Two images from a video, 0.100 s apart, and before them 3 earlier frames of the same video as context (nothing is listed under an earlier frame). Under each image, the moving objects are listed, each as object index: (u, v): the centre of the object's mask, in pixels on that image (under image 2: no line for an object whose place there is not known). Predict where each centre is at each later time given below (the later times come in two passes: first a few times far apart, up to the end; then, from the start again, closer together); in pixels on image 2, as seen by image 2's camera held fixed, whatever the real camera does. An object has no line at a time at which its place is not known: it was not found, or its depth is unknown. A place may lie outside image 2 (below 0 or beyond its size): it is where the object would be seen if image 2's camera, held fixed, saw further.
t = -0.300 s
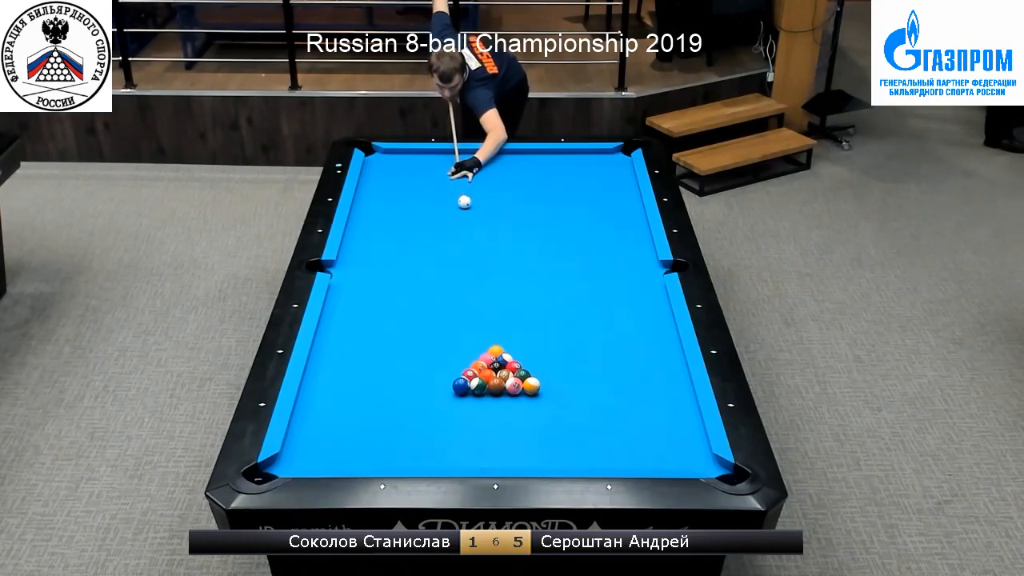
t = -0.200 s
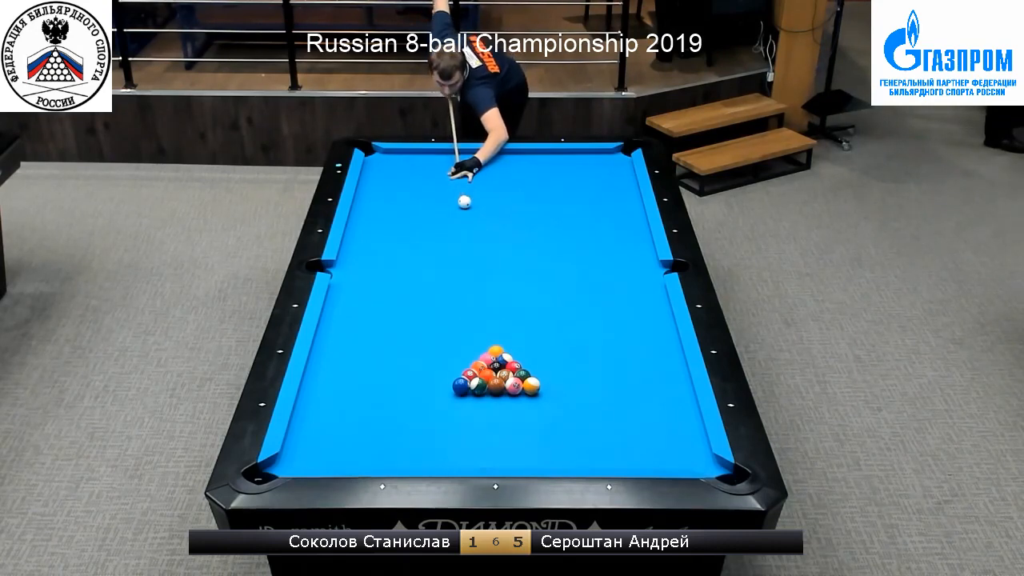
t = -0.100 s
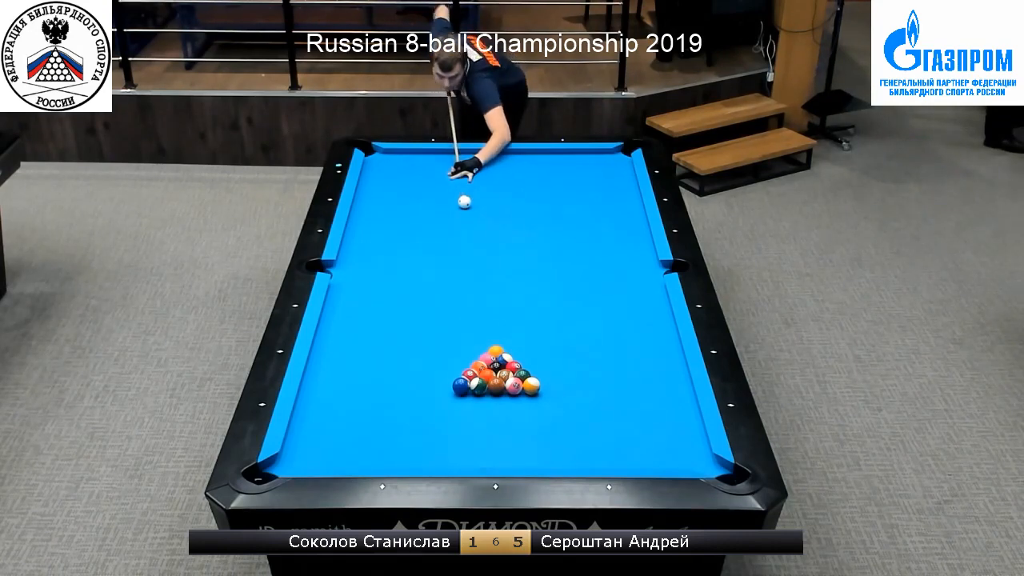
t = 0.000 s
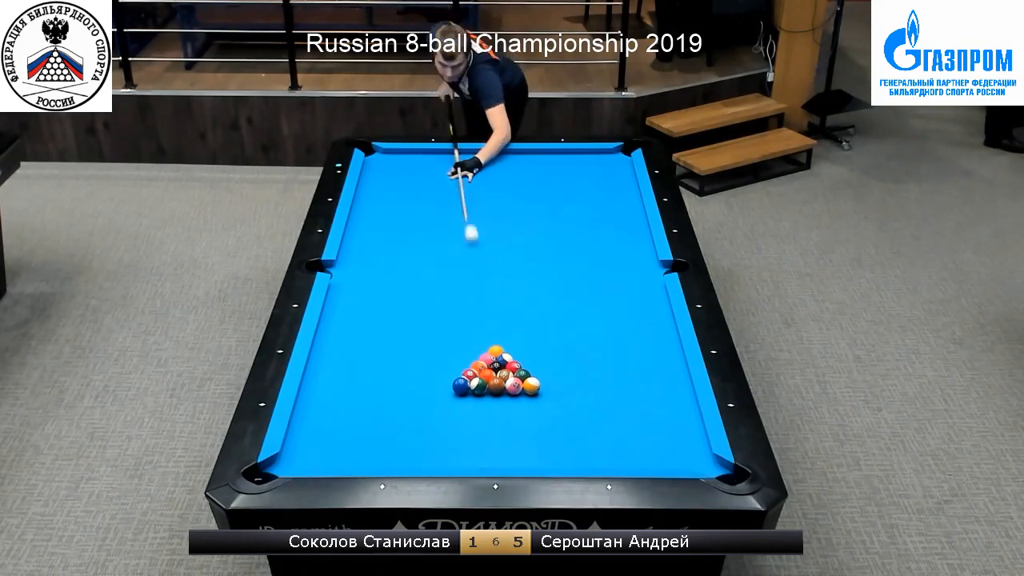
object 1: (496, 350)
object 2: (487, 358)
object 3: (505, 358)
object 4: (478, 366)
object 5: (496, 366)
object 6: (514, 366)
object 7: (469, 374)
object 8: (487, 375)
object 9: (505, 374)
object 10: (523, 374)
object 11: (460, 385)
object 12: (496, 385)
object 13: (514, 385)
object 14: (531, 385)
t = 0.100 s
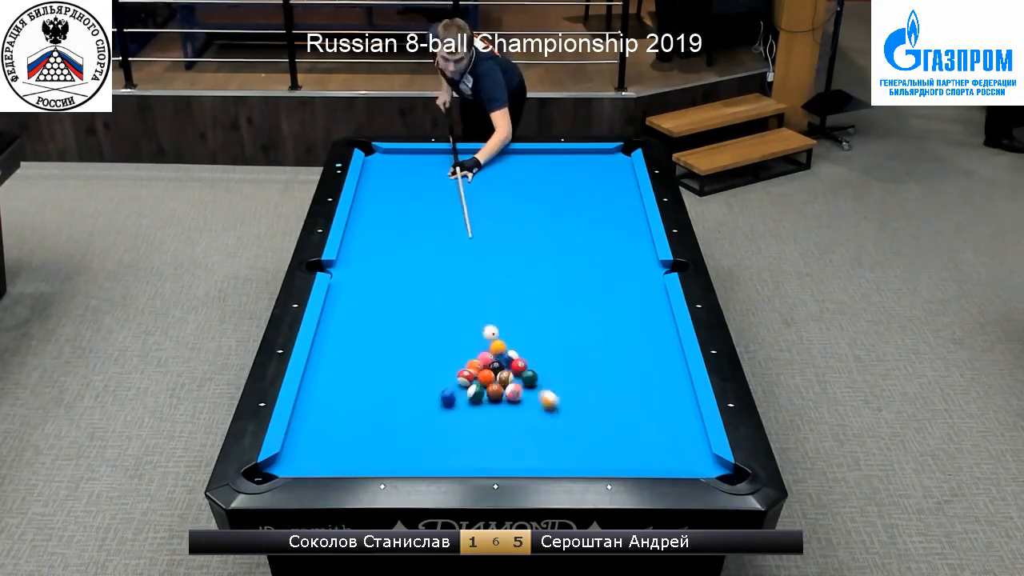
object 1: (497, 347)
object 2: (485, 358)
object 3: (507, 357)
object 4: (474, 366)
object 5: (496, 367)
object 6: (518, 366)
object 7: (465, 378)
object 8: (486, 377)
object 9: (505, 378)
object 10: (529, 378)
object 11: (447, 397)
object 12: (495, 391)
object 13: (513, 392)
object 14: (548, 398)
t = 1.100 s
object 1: (577, 268)
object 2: (430, 304)
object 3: (605, 236)
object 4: (328, 329)
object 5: (488, 353)
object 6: (582, 295)
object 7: (319, 375)
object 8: (423, 380)
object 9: (501, 367)
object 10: (618, 374)
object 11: (419, 249)
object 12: (480, 365)
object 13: (539, 404)
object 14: (630, 300)
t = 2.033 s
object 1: (630, 212)
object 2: (442, 240)
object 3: (601, 152)
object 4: (392, 302)
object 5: (480, 300)
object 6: (555, 255)
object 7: (359, 356)
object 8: (381, 374)
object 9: (510, 346)
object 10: (522, 363)
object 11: (531, 165)
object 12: (473, 329)
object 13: (571, 396)
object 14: (555, 384)
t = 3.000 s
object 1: (631, 191)
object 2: (450, 193)
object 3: (589, 185)
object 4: (445, 283)
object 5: (473, 261)
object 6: (534, 228)
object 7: (353, 339)
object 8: (383, 375)
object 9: (489, 322)
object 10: (491, 368)
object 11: (614, 228)
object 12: (468, 306)
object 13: (582, 393)
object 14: (477, 454)
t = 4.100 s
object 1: (623, 195)
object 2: (456, 156)
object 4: (482, 271)
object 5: (469, 234)
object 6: (519, 208)
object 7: (353, 335)
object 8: (383, 375)
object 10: (483, 370)
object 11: (525, 298)
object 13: (581, 393)
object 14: (461, 415)
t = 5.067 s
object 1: (622, 195)
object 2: (457, 163)
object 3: (504, 192)
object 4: (494, 266)
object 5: (468, 220)
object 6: (513, 199)
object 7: (353, 335)
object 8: (383, 375)
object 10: (483, 370)
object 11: (441, 363)
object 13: (582, 393)
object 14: (454, 399)
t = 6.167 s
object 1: (622, 195)
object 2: (456, 171)
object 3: (492, 194)
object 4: (495, 266)
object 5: (468, 215)
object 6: (512, 198)
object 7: (353, 335)
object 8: (382, 375)
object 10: (483, 370)
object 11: (344, 439)
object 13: (582, 393)
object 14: (451, 395)
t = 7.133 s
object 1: (622, 195)
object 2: (454, 172)
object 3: (493, 194)
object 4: (494, 266)
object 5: (468, 215)
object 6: (512, 198)
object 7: (353, 335)
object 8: (382, 375)
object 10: (483, 370)
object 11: (291, 448)
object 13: (582, 393)
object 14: (451, 395)
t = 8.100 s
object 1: (622, 195)
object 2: (454, 172)
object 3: (492, 194)
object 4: (494, 266)
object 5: (468, 215)
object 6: (512, 198)
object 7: (353, 335)
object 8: (382, 374)
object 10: (483, 370)
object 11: (308, 433)
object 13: (582, 393)
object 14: (451, 395)
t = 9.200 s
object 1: (622, 195)
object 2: (454, 172)
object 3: (492, 194)
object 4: (494, 266)
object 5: (468, 215)
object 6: (512, 198)
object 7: (353, 335)
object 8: (382, 374)
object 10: (483, 370)
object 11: (309, 433)
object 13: (582, 393)
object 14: (451, 395)
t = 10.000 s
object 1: (622, 195)
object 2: (454, 172)
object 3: (493, 194)
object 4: (495, 266)
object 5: (468, 215)
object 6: (512, 198)
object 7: (353, 335)
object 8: (382, 374)
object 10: (483, 370)
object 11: (309, 432)
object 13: (582, 393)
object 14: (451, 395)
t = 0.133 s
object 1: (501, 340)
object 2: (483, 357)
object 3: (519, 352)
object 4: (468, 366)
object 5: (495, 368)
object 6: (528, 363)
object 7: (457, 378)
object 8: (484, 378)
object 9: (505, 380)
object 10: (541, 379)
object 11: (424, 417)
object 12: (492, 403)
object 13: (513, 404)
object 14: (581, 426)
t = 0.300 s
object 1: (517, 330)
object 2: (472, 347)
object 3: (558, 332)
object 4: (440, 359)
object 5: (494, 367)
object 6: (567, 346)
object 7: (426, 378)
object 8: (475, 380)
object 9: (507, 387)
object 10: (590, 381)
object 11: (342, 430)
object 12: (482, 455)
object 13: (513, 459)
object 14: (672, 402)
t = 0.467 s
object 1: (531, 317)
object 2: (462, 337)
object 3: (590, 314)
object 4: (415, 352)
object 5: (492, 365)
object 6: (600, 331)
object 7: (398, 377)
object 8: (467, 382)
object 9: (508, 393)
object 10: (634, 382)
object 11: (309, 377)
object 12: (476, 439)
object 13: (513, 435)
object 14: (642, 340)
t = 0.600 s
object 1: (542, 306)
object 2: (454, 330)
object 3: (612, 300)
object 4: (395, 347)
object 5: (491, 364)
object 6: (602, 322)
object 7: (375, 378)
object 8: (462, 383)
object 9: (509, 397)
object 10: (670, 383)
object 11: (339, 345)
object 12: (473, 419)
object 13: (514, 413)
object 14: (629, 301)
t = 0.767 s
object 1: (554, 292)
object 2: (445, 321)
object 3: (607, 276)
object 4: (373, 340)
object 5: (490, 363)
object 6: (594, 313)
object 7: (347, 377)
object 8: (455, 385)
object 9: (504, 385)
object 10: (666, 381)
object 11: (369, 309)
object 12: (469, 395)
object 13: (522, 409)
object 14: (660, 264)
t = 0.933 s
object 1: (566, 280)
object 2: (436, 313)
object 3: (606, 255)
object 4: (350, 334)
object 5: (489, 361)
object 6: (588, 303)
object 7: (320, 377)
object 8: (439, 382)
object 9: (499, 373)
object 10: (642, 377)
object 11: (396, 277)
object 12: (476, 377)
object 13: (531, 406)
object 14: (644, 285)
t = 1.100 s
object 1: (577, 268)
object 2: (430, 304)
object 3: (605, 236)
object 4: (328, 329)
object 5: (488, 353)
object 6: (582, 295)
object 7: (319, 375)
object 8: (423, 380)
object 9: (501, 367)
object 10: (618, 374)
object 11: (419, 249)
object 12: (480, 365)
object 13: (539, 404)
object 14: (630, 300)
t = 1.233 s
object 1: (586, 259)
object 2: (432, 294)
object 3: (604, 222)
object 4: (332, 324)
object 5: (487, 345)
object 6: (578, 288)
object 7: (331, 373)
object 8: (410, 378)
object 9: (505, 364)
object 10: (601, 371)
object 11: (437, 228)
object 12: (479, 358)
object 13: (545, 403)
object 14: (620, 311)
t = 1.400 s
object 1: (596, 248)
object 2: (434, 281)
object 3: (603, 205)
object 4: (346, 319)
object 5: (485, 334)
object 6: (572, 280)
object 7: (345, 371)
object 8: (396, 375)
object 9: (510, 361)
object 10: (579, 368)
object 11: (457, 205)
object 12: (478, 351)
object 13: (552, 401)
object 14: (607, 326)
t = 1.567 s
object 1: (606, 238)
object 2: (436, 269)
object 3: (602, 189)
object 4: (359, 314)
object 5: (484, 325)
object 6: (567, 273)
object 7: (359, 368)
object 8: (382, 373)
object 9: (514, 358)
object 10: (558, 365)
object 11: (474, 183)
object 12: (477, 345)
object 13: (558, 399)
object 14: (594, 341)
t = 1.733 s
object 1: (615, 228)
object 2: (438, 258)
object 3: (601, 175)
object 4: (372, 309)
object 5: (482, 315)
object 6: (562, 266)
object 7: (361, 364)
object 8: (380, 373)
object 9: (518, 355)
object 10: (539, 362)
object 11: (491, 163)
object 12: (475, 339)
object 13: (563, 398)
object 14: (580, 356)
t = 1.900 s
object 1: (623, 219)
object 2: (440, 248)
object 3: (601, 161)
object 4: (383, 305)
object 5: (481, 306)
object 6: (558, 260)
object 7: (360, 360)
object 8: (381, 374)
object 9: (515, 350)
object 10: (528, 362)
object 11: (510, 156)
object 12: (474, 333)
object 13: (568, 396)
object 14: (566, 371)
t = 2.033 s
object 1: (630, 212)
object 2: (442, 240)
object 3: (601, 152)
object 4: (392, 302)
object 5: (480, 300)
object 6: (555, 255)
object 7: (359, 356)
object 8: (381, 374)
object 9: (510, 346)
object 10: (522, 363)
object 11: (531, 165)
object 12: (473, 329)
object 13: (571, 396)
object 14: (555, 384)
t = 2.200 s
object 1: (637, 204)
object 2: (443, 231)
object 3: (603, 161)
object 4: (403, 298)
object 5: (479, 292)
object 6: (551, 250)
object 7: (357, 352)
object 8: (382, 375)
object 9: (506, 341)
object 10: (515, 364)
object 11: (557, 176)
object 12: (472, 324)
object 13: (575, 395)
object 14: (540, 399)
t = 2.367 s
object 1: (630, 198)
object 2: (445, 222)
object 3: (606, 168)
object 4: (413, 295)
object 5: (478, 285)
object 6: (547, 244)
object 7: (356, 349)
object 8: (383, 375)
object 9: (502, 336)
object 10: (509, 365)
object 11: (584, 187)
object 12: (471, 319)
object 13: (577, 394)
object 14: (525, 416)
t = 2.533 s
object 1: (624, 193)
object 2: (446, 214)
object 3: (608, 176)
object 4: (422, 291)
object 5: (477, 278)
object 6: (543, 240)
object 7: (356, 345)
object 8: (383, 375)
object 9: (498, 332)
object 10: (503, 366)
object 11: (611, 199)
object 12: (470, 315)
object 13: (580, 394)
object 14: (509, 433)
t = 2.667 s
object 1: (619, 189)
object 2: (448, 208)
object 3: (609, 182)
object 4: (429, 289)
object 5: (476, 273)
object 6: (540, 236)
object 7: (355, 343)
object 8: (383, 375)
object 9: (495, 329)
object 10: (499, 367)
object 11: (634, 208)
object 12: (470, 312)
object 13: (581, 394)
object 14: (496, 446)
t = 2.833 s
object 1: (625, 190)
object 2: (449, 200)
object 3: (600, 184)
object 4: (438, 286)
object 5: (475, 267)
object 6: (537, 232)
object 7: (354, 341)
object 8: (383, 375)
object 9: (492, 325)
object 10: (495, 368)
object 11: (627, 218)
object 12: (469, 309)
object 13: (582, 393)
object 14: (480, 461)
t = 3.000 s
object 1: (631, 191)
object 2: (450, 193)
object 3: (589, 185)
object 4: (445, 283)
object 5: (473, 261)
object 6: (534, 228)
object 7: (353, 339)
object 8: (383, 375)
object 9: (489, 322)
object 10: (491, 368)
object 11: (614, 228)
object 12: (468, 306)
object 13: (582, 393)
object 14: (477, 454)
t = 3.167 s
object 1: (633, 193)
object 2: (451, 187)
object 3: (580, 186)
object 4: (452, 281)
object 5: (472, 256)
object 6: (531, 224)
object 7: (352, 337)
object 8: (383, 375)
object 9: (486, 319)
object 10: (487, 369)
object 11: (601, 238)
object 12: (468, 303)
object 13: (582, 393)
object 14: (474, 448)
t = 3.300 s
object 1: (630, 193)
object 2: (452, 182)
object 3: (572, 187)
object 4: (457, 279)
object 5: (472, 252)
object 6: (529, 221)
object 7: (352, 336)
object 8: (383, 375)
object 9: (484, 317)
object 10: (485, 369)
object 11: (590, 247)
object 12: (468, 301)
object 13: (582, 393)
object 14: (472, 442)
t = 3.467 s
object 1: (628, 194)
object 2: (453, 176)
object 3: (564, 187)
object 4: (463, 276)
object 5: (471, 248)
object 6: (527, 218)
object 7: (352, 335)
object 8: (383, 375)
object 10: (483, 369)
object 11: (577, 257)
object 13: (582, 393)
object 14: (470, 436)
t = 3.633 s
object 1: (626, 194)
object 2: (454, 170)
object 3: (555, 188)
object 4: (469, 275)
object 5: (470, 244)
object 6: (524, 215)
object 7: (352, 335)
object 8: (383, 375)
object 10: (482, 370)
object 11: (564, 268)
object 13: (582, 393)
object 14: (467, 429)
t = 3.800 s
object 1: (624, 195)
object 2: (455, 165)
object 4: (474, 273)
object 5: (470, 240)
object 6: (522, 212)
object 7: (353, 334)
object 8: (383, 375)
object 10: (482, 370)
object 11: (550, 279)
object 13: (582, 393)
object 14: (465, 423)
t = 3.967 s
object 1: (623, 195)
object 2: (455, 160)
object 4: (479, 272)
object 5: (469, 236)
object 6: (520, 210)
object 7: (353, 334)
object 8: (383, 375)
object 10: (482, 370)
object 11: (536, 289)
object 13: (582, 393)
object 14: (463, 419)
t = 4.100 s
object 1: (623, 195)
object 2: (456, 156)
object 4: (482, 271)
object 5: (469, 234)
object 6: (519, 208)
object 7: (353, 335)
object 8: (383, 375)
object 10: (483, 370)
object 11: (525, 298)
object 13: (581, 393)
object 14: (461, 415)
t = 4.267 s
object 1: (622, 195)
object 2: (457, 152)
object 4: (486, 269)
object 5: (469, 231)
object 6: (517, 206)
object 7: (353, 335)
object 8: (383, 375)
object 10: (483, 370)
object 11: (511, 309)
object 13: (582, 393)
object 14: (460, 411)
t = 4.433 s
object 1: (622, 195)
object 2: (457, 154)
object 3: (523, 191)
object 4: (488, 268)
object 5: (469, 228)
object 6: (516, 204)
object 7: (353, 335)
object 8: (382, 375)
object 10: (483, 370)
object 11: (497, 320)
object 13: (581, 393)
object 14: (458, 408)
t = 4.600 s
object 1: (622, 195)
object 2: (457, 157)
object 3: (517, 191)
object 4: (490, 268)
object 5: (469, 226)
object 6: (515, 203)
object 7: (353, 335)
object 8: (382, 375)
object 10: (483, 370)
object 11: (482, 331)
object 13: (581, 393)
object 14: (457, 405)
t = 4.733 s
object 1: (622, 195)
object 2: (456, 159)
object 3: (513, 191)
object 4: (492, 267)
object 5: (468, 224)
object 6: (515, 202)
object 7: (353, 335)
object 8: (382, 375)
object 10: (483, 370)
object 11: (471, 340)
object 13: (581, 393)
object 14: (456, 403)
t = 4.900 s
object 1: (622, 195)
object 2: (456, 161)
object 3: (508, 191)
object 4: (493, 267)
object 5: (468, 222)
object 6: (514, 200)
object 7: (353, 335)
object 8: (382, 375)
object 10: (483, 370)
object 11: (456, 351)
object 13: (581, 393)
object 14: (455, 401)
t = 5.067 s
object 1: (622, 195)
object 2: (457, 163)
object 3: (504, 192)
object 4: (494, 266)
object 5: (468, 220)
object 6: (513, 199)
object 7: (353, 335)
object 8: (383, 375)
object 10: (483, 370)
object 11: (441, 363)
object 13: (582, 393)
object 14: (454, 399)
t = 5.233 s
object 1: (622, 195)
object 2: (457, 165)
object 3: (501, 193)
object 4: (495, 266)
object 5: (468, 219)
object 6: (513, 199)
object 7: (353, 335)
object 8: (382, 375)
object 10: (483, 370)
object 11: (427, 374)
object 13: (581, 393)
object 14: (453, 397)
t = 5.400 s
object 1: (622, 195)
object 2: (457, 166)
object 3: (498, 193)
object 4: (495, 266)
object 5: (468, 218)
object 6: (512, 198)
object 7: (353, 335)
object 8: (382, 375)
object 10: (483, 370)
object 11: (412, 386)
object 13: (581, 393)
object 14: (452, 396)
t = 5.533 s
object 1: (622, 195)
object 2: (457, 167)
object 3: (497, 194)
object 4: (495, 266)
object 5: (468, 217)
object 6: (512, 198)
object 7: (353, 335)
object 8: (382, 375)
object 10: (483, 370)
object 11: (400, 394)
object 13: (581, 393)
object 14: (451, 396)
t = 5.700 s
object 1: (622, 195)
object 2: (457, 169)
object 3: (495, 194)
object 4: (495, 266)
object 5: (468, 216)
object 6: (512, 198)
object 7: (353, 335)
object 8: (382, 375)
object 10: (483, 370)
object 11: (386, 406)
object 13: (582, 393)
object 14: (451, 396)
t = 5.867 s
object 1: (622, 195)
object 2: (457, 170)
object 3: (493, 194)
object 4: (495, 266)
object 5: (468, 215)
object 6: (512, 198)
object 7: (353, 335)
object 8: (382, 375)
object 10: (483, 370)
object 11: (371, 418)
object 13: (581, 393)
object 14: (451, 396)
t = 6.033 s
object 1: (622, 195)
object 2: (456, 171)
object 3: (492, 194)
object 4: (495, 266)
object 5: (468, 215)
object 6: (512, 198)
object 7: (353, 335)
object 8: (382, 375)
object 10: (483, 370)
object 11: (356, 429)
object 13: (582, 393)
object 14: (451, 396)
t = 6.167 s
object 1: (622, 195)
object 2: (456, 171)
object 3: (492, 194)
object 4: (495, 266)
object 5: (468, 215)
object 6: (512, 198)
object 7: (353, 335)
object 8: (382, 375)
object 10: (483, 370)
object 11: (344, 439)
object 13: (582, 393)
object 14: (451, 395)
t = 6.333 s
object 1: (622, 195)
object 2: (455, 172)
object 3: (492, 194)
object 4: (495, 266)
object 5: (468, 215)
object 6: (512, 198)
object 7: (353, 335)
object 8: (382, 375)
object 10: (483, 370)
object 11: (330, 450)
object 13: (582, 393)
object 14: (451, 395)
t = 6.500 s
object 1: (622, 195)
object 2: (455, 172)
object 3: (492, 194)
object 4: (495, 266)
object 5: (468, 215)
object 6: (512, 198)
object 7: (353, 335)
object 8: (382, 375)
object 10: (483, 370)
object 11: (315, 459)
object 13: (582, 393)
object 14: (451, 395)
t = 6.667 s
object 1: (622, 195)
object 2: (455, 172)
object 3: (492, 194)
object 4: (494, 266)
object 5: (468, 215)
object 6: (512, 198)
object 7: (353, 335)
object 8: (382, 375)
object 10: (483, 370)
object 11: (306, 460)
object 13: (582, 393)
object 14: (451, 395)
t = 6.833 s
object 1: (622, 195)
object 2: (455, 172)
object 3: (492, 194)
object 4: (495, 266)
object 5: (468, 215)
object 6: (512, 198)
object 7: (353, 335)
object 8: (382, 375)
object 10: (483, 370)
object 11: (300, 456)
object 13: (582, 393)
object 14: (451, 395)
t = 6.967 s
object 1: (622, 195)
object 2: (454, 172)
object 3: (492, 194)
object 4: (494, 266)
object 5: (468, 215)
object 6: (512, 198)
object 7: (353, 335)
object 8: (382, 375)
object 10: (483, 370)
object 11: (296, 452)
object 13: (582, 393)
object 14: (451, 395)
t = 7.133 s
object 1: (622, 195)
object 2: (454, 172)
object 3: (493, 194)
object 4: (494, 266)
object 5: (468, 215)
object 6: (512, 198)
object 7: (353, 335)
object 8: (382, 375)
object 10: (483, 370)
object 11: (291, 448)
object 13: (582, 393)
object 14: (451, 395)
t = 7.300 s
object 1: (622, 195)
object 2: (454, 172)
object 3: (493, 194)
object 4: (495, 266)
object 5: (468, 215)
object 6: (512, 198)
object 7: (353, 335)
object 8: (382, 375)
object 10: (483, 370)
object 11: (295, 444)
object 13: (582, 393)
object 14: (451, 395)
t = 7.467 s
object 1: (622, 195)
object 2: (454, 172)
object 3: (492, 194)
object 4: (494, 266)
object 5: (468, 215)
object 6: (512, 198)
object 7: (353, 335)
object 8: (382, 375)
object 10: (483, 370)
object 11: (299, 441)
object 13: (582, 393)
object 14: (451, 395)
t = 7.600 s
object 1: (622, 195)
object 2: (454, 172)
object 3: (493, 194)
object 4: (494, 266)
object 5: (468, 215)
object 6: (512, 198)
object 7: (353, 335)
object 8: (382, 375)
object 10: (483, 370)
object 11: (301, 439)
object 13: (582, 393)
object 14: (451, 395)
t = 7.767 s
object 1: (622, 195)
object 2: (454, 172)
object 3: (493, 194)
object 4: (494, 266)
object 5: (468, 215)
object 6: (512, 198)
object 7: (353, 335)
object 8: (382, 375)
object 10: (483, 370)
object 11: (304, 437)
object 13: (582, 393)
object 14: (451, 395)
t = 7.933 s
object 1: (622, 195)
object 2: (454, 172)
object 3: (492, 194)
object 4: (494, 266)
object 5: (468, 215)
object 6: (512, 198)
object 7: (353, 335)
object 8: (382, 374)
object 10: (483, 370)
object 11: (306, 435)
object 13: (582, 393)
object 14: (451, 395)
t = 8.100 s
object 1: (622, 195)
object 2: (454, 172)
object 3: (492, 194)
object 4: (494, 266)
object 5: (468, 215)
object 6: (512, 198)
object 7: (353, 335)
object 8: (382, 374)
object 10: (483, 370)
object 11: (308, 433)
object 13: (582, 393)
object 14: (451, 395)
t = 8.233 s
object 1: (622, 195)
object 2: (454, 172)
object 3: (493, 194)
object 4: (494, 266)
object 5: (468, 215)
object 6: (512, 198)
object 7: (353, 335)
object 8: (382, 374)
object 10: (483, 370)
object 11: (309, 433)
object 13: (582, 393)
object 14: (451, 395)
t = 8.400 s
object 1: (622, 195)
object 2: (454, 172)
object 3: (492, 194)
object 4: (494, 266)
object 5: (468, 215)
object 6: (512, 198)
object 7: (353, 335)
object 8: (382, 374)
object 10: (483, 370)
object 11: (310, 432)
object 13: (582, 393)
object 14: (451, 395)
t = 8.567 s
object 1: (622, 195)
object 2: (454, 172)
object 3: (492, 194)
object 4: (494, 266)
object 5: (468, 215)
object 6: (512, 198)
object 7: (353, 335)
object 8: (382, 374)
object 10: (483, 370)
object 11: (310, 432)
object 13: (582, 393)
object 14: (451, 395)
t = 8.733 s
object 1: (622, 195)
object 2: (454, 172)
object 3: (493, 194)
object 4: (494, 266)
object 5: (468, 215)
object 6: (512, 198)
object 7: (353, 335)
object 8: (382, 374)
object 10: (483, 370)
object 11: (310, 432)
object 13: (582, 393)
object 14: (451, 395)
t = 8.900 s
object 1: (622, 195)
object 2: (454, 172)
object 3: (492, 194)
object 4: (494, 266)
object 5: (468, 215)
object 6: (512, 198)
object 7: (353, 335)
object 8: (382, 374)
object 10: (483, 370)
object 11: (309, 433)
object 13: (582, 393)
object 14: (451, 395)
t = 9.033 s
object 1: (622, 195)
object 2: (454, 172)
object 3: (492, 194)
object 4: (494, 266)
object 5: (468, 215)
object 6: (512, 198)
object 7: (353, 335)
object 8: (382, 374)
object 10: (483, 370)
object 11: (309, 433)
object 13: (582, 393)
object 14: (451, 395)
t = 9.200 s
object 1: (622, 195)
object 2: (454, 172)
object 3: (492, 194)
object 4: (494, 266)
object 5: (468, 215)
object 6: (512, 198)
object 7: (353, 335)
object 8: (382, 374)
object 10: (483, 370)
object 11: (309, 433)
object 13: (582, 393)
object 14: (451, 395)
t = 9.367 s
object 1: (622, 195)
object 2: (454, 172)
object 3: (492, 194)
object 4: (494, 266)
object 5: (468, 215)
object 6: (512, 198)
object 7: (353, 335)
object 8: (382, 374)
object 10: (483, 370)
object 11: (309, 433)
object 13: (582, 393)
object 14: (451, 395)
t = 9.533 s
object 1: (622, 195)
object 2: (454, 172)
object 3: (492, 194)
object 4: (494, 266)
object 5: (468, 215)
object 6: (512, 198)
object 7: (353, 335)
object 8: (382, 374)
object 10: (483, 370)
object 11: (309, 433)
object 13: (582, 393)
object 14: (451, 395)
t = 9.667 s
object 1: (622, 195)
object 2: (454, 172)
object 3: (492, 194)
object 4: (494, 266)
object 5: (468, 215)
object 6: (512, 198)
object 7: (353, 335)
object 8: (382, 374)
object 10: (483, 370)
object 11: (309, 433)
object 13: (582, 393)
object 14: (451, 395)
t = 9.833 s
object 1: (622, 195)
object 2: (454, 172)
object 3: (493, 194)
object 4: (494, 266)
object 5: (468, 215)
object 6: (512, 198)
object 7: (353, 335)
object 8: (382, 374)
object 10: (483, 370)
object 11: (309, 433)
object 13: (582, 393)
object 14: (451, 395)
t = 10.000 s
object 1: (622, 195)
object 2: (454, 172)
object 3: (493, 194)
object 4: (495, 266)
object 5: (468, 215)
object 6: (512, 198)
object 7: (353, 335)
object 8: (382, 374)
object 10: (483, 370)
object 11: (309, 432)
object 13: (582, 393)
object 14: (451, 395)
